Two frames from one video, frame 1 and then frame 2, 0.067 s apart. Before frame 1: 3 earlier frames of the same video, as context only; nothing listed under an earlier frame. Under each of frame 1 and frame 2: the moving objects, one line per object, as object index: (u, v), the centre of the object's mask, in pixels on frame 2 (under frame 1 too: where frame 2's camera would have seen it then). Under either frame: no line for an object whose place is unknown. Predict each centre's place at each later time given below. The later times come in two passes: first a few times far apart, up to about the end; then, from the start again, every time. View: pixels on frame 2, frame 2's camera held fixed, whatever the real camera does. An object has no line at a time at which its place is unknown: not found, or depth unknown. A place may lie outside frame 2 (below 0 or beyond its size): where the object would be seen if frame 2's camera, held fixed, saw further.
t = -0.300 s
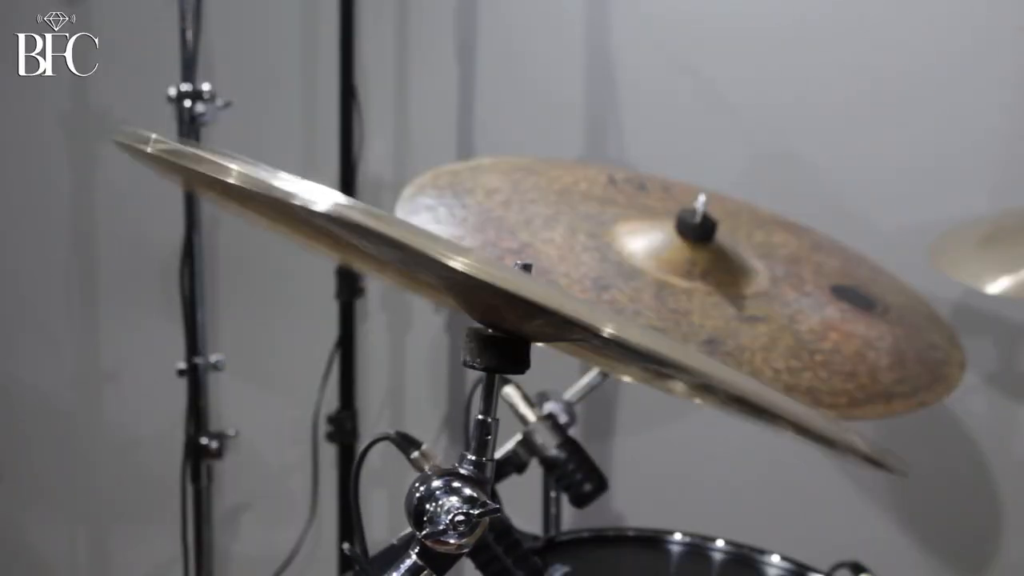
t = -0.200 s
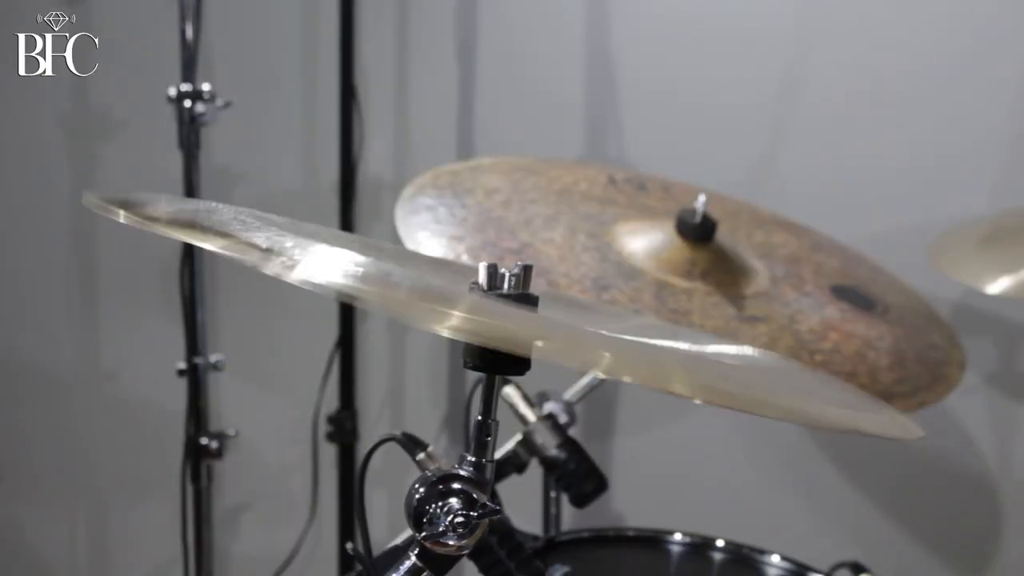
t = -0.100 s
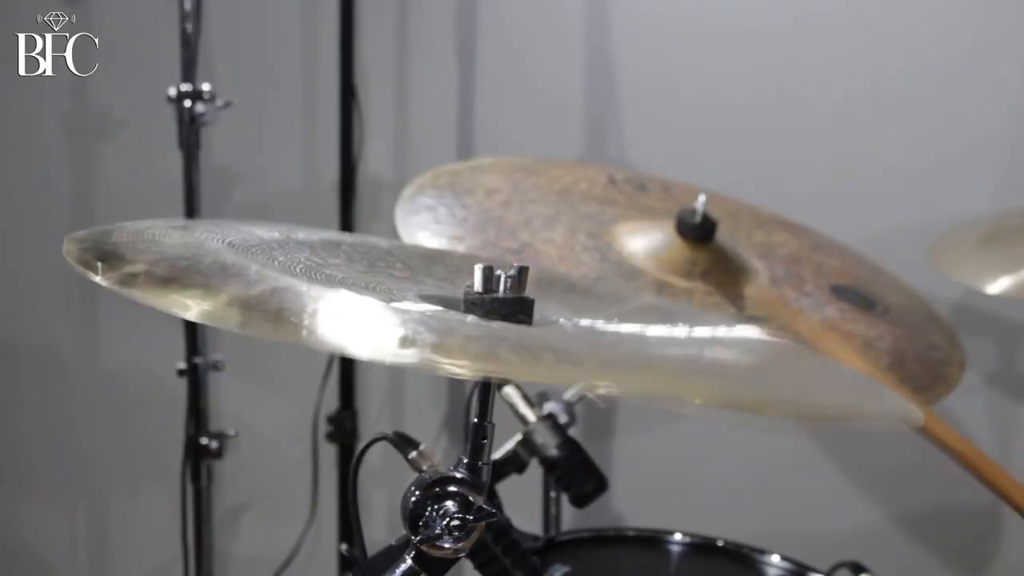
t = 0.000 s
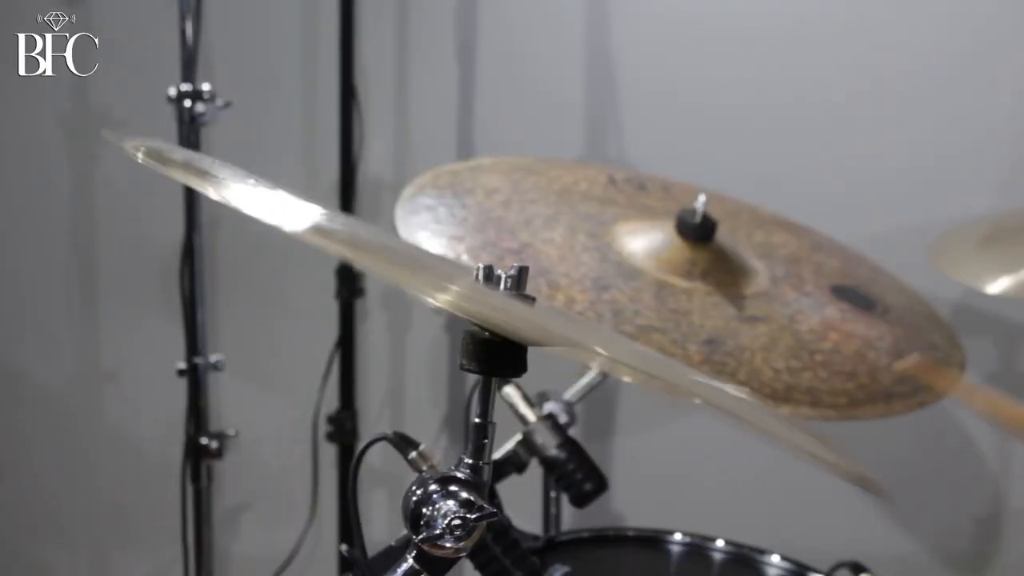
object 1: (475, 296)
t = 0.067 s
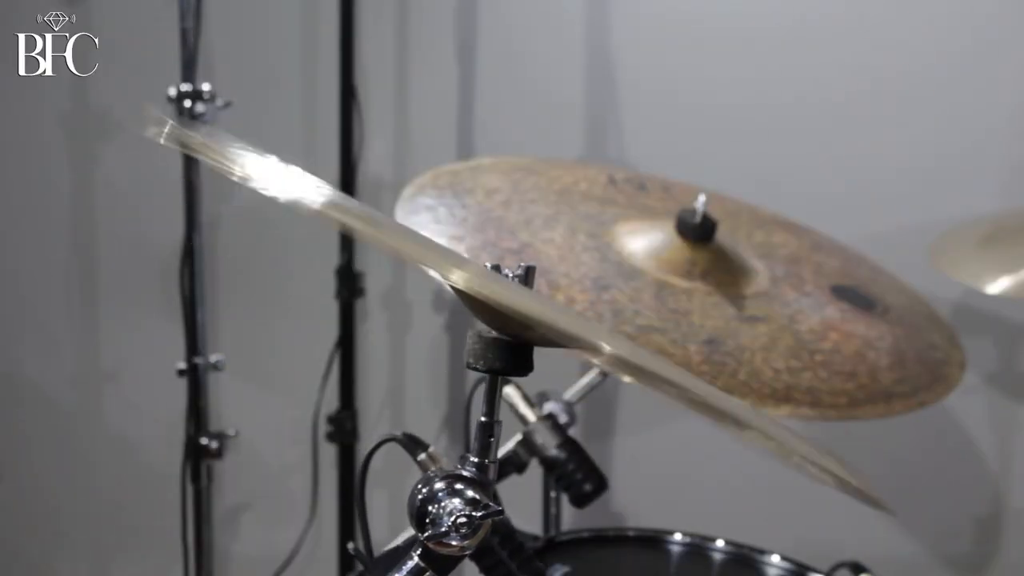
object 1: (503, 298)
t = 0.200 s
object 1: (511, 311)
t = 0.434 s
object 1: (499, 319)
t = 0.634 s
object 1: (502, 313)
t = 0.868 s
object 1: (505, 313)
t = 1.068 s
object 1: (499, 313)
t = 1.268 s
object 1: (506, 312)
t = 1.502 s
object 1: (506, 313)
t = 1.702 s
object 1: (508, 313)
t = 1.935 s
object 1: (506, 313)
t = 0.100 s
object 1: (495, 293)
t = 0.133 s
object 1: (514, 307)
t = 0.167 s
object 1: (470, 292)
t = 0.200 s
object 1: (511, 311)
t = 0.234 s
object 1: (500, 310)
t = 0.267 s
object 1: (508, 316)
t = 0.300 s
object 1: (498, 317)
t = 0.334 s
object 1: (481, 314)
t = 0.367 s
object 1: (503, 318)
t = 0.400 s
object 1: (476, 315)
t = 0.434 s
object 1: (499, 319)
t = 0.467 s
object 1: (497, 320)
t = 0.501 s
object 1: (489, 316)
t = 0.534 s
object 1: (501, 320)
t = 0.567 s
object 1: (483, 312)
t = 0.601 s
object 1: (511, 317)
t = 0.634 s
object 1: (502, 313)
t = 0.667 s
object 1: (500, 309)
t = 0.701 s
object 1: (505, 311)
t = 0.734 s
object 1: (497, 306)
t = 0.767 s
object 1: (508, 310)
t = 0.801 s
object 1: (506, 311)
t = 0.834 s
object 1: (490, 305)
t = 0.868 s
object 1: (505, 313)
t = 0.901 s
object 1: (492, 309)
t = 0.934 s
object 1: (505, 314)
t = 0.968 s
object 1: (504, 314)
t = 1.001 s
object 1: (500, 313)
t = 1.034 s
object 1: (503, 315)
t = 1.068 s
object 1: (499, 313)
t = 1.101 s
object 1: (509, 316)
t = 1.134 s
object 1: (505, 314)
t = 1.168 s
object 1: (506, 314)
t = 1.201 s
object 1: (509, 314)
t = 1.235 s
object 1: (501, 311)
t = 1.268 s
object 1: (506, 312)
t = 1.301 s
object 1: (502, 310)
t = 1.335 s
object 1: (503, 310)
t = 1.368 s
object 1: (506, 312)
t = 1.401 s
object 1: (499, 310)
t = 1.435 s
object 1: (508, 313)
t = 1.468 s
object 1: (505, 312)
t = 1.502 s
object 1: (506, 313)
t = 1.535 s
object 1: (504, 313)
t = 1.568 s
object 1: (498, 311)
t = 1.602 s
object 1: (506, 313)
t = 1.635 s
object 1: (503, 312)
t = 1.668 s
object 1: (506, 312)
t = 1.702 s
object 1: (508, 313)
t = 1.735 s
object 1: (504, 311)
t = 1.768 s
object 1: (505, 312)
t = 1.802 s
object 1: (500, 310)
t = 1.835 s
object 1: (505, 312)
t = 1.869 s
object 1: (505, 313)
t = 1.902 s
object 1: (501, 311)
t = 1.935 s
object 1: (506, 313)
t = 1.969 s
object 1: (503, 311)
